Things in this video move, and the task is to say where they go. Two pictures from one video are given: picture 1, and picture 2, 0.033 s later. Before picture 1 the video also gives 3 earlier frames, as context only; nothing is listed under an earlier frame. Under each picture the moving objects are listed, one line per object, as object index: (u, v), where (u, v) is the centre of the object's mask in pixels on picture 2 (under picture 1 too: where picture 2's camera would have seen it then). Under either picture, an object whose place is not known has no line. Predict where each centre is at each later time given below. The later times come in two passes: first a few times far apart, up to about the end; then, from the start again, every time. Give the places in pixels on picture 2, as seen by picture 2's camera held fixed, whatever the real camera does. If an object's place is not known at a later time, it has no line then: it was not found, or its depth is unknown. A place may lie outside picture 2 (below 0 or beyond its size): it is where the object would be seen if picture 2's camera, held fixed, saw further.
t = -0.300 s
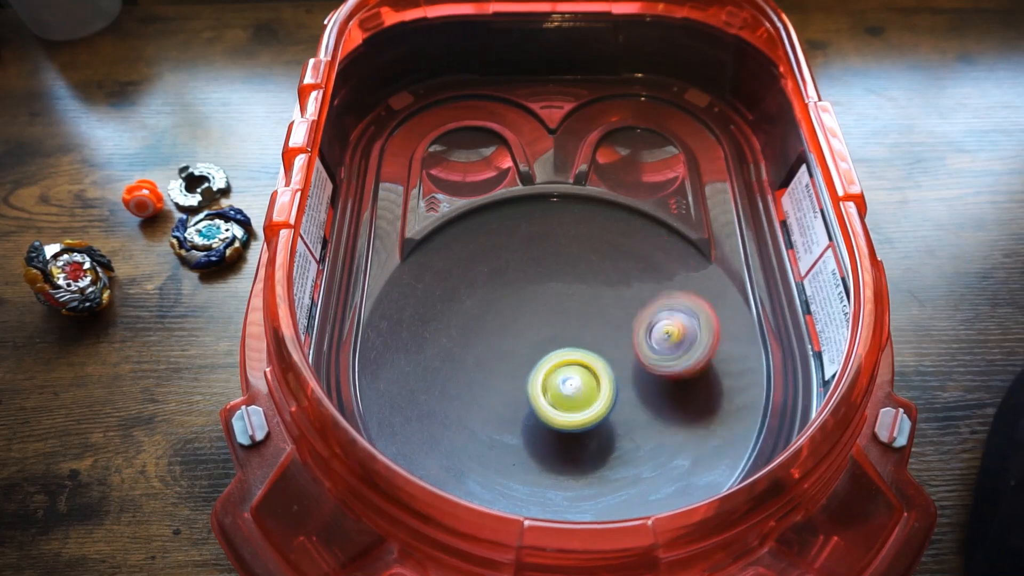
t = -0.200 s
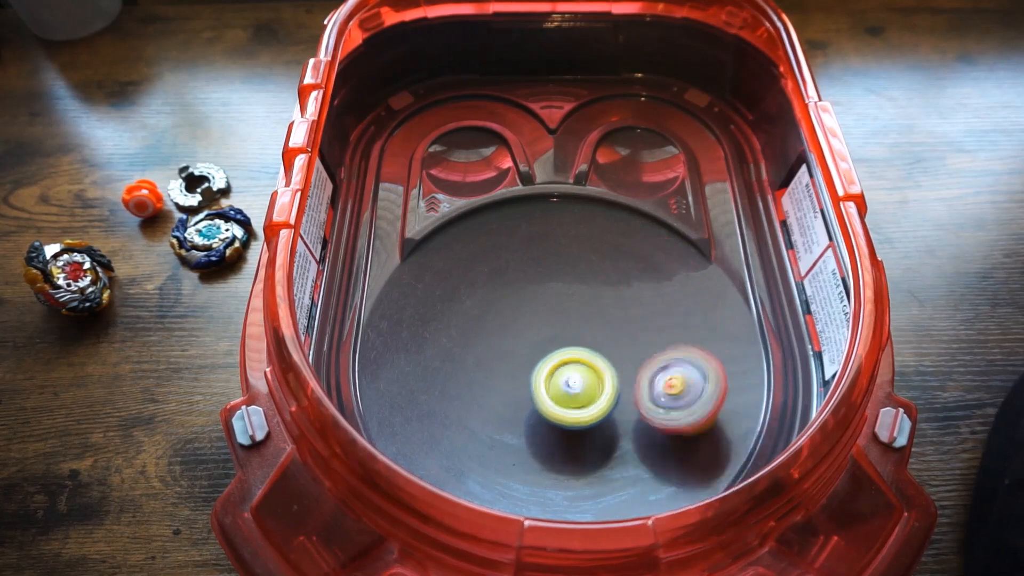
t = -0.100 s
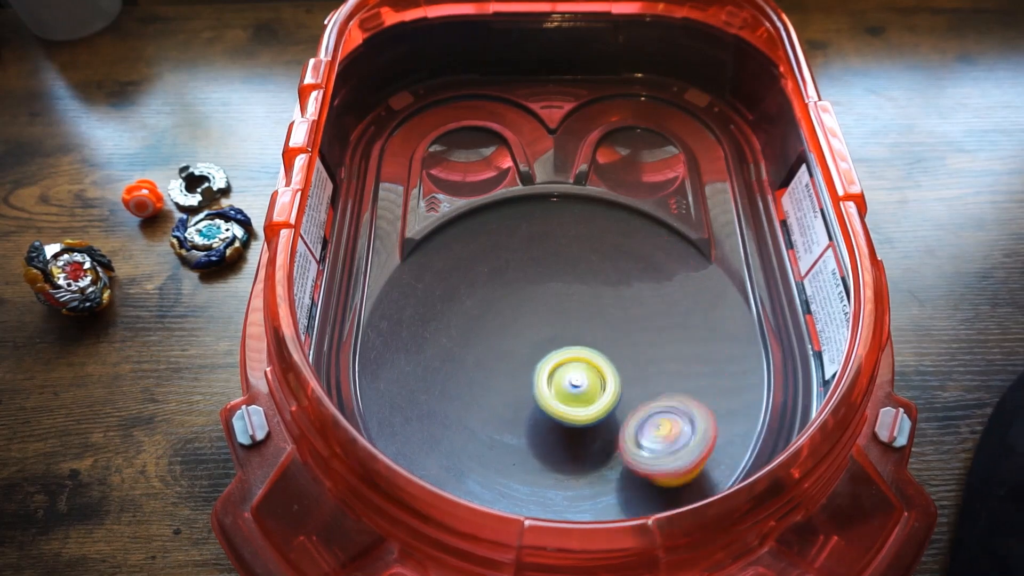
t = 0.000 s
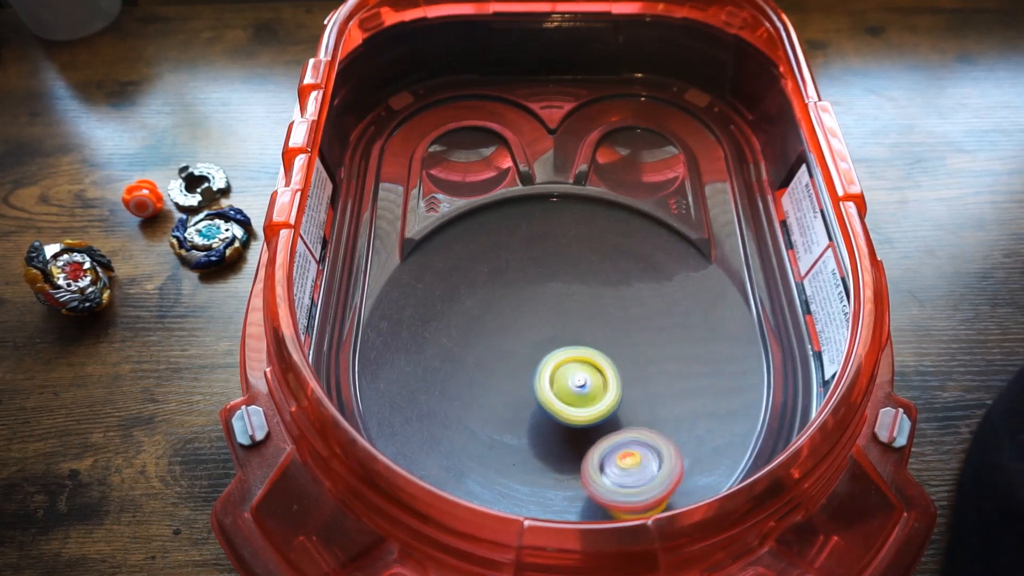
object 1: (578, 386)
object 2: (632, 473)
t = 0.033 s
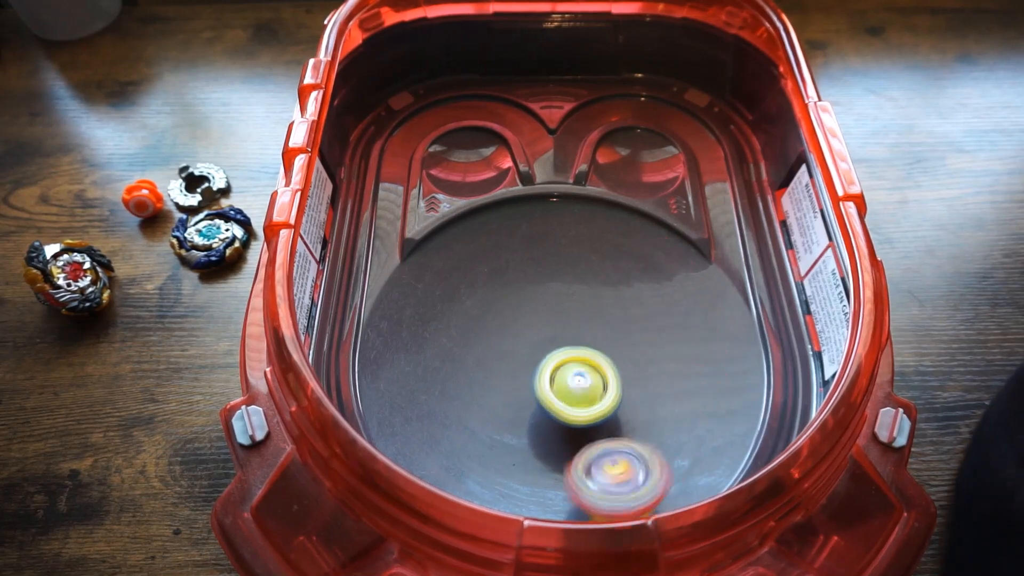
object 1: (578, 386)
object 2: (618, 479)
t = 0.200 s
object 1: (581, 385)
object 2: (535, 475)
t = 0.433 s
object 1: (584, 383)
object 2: (463, 382)
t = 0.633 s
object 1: (588, 380)
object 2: (475, 278)
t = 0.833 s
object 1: (591, 375)
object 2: (530, 216)
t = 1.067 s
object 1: (594, 374)
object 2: (612, 227)
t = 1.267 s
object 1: (594, 371)
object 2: (657, 309)
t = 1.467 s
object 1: (567, 370)
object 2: (664, 408)
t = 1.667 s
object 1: (551, 358)
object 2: (599, 470)
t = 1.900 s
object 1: (556, 337)
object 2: (499, 435)
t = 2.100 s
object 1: (577, 329)
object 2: (471, 341)
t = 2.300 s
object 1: (587, 338)
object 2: (501, 254)
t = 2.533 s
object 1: (577, 349)
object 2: (574, 221)
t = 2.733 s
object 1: (555, 348)
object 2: (631, 265)
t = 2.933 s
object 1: (545, 335)
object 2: (648, 361)
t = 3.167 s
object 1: (560, 331)
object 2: (591, 459)
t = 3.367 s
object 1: (576, 340)
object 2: (511, 460)
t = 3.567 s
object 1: (576, 353)
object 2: (480, 387)
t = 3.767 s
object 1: (579, 358)
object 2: (488, 286)
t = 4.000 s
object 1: (583, 352)
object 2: (546, 221)
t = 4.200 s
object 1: (588, 346)
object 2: (608, 242)
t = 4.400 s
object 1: (561, 353)
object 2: (647, 324)
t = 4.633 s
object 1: (556, 352)
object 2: (620, 436)
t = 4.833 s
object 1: (562, 354)
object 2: (529, 462)
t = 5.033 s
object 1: (595, 356)
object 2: (473, 398)
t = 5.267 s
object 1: (641, 365)
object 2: (513, 299)
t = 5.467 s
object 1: (647, 366)
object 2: (597, 258)
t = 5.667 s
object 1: (628, 352)
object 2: (672, 281)
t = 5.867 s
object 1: (596, 325)
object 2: (687, 357)
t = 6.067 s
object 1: (595, 296)
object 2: (594, 422)
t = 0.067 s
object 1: (580, 385)
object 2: (601, 482)
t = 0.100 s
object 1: (580, 385)
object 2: (584, 485)
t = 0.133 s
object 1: (581, 386)
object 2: (568, 482)
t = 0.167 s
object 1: (581, 385)
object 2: (550, 481)
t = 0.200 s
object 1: (581, 385)
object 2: (535, 475)
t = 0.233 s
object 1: (582, 385)
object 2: (518, 469)
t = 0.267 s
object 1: (582, 385)
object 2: (505, 459)
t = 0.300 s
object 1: (582, 386)
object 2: (492, 446)
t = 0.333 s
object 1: (583, 384)
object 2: (482, 431)
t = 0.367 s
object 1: (583, 384)
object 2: (473, 416)
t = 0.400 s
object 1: (584, 384)
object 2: (468, 400)
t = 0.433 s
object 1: (584, 383)
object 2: (463, 382)
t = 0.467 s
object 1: (585, 383)
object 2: (462, 364)
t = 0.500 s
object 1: (585, 382)
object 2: (460, 346)
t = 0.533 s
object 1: (586, 381)
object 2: (463, 328)
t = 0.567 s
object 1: (587, 381)
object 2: (465, 310)
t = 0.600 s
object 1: (587, 379)
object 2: (471, 294)
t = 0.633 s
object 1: (588, 380)
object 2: (475, 278)
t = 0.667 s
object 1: (589, 379)
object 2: (484, 264)
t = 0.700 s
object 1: (588, 378)
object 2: (491, 251)
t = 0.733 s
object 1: (590, 377)
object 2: (501, 239)
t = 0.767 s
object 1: (590, 376)
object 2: (509, 230)
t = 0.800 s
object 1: (591, 377)
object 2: (521, 222)
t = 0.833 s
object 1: (591, 375)
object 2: (530, 216)
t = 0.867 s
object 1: (591, 375)
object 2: (543, 211)
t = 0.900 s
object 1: (593, 375)
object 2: (553, 209)
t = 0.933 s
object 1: (593, 374)
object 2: (567, 209)
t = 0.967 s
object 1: (593, 374)
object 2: (577, 211)
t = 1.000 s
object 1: (594, 373)
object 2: (590, 214)
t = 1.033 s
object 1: (594, 373)
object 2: (600, 220)
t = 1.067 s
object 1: (594, 374)
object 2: (612, 227)
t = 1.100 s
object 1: (594, 373)
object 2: (620, 237)
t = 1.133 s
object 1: (594, 373)
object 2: (630, 248)
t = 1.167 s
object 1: (594, 372)
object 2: (638, 262)
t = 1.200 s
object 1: (594, 372)
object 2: (646, 275)
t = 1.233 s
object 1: (595, 372)
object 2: (651, 292)
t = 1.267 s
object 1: (594, 371)
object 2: (657, 309)
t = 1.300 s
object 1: (589, 372)
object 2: (661, 326)
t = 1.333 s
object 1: (582, 372)
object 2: (667, 341)
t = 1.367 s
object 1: (575, 370)
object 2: (668, 359)
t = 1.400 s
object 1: (573, 370)
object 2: (670, 375)
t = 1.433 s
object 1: (569, 370)
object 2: (666, 393)
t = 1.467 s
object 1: (567, 370)
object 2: (664, 408)
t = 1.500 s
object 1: (564, 369)
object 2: (655, 423)
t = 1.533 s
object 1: (561, 368)
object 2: (649, 436)
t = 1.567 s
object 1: (559, 365)
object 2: (637, 448)
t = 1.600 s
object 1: (555, 364)
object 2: (627, 457)
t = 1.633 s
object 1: (554, 361)
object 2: (612, 465)
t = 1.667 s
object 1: (551, 358)
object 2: (599, 470)
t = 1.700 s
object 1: (552, 356)
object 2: (583, 472)
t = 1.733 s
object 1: (550, 352)
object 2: (568, 472)
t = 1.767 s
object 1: (551, 350)
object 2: (552, 470)
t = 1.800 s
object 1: (551, 345)
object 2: (537, 463)
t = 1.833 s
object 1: (552, 343)
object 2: (523, 457)
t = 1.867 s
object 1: (555, 339)
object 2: (510, 446)
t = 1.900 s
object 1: (556, 337)
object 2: (499, 435)
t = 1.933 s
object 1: (560, 335)
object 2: (489, 420)
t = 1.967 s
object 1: (563, 332)
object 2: (482, 407)
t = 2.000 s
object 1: (567, 332)
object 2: (476, 390)
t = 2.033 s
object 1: (571, 329)
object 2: (473, 375)
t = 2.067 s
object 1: (574, 330)
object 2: (470, 357)
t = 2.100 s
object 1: (577, 329)
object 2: (471, 341)
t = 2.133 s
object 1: (579, 331)
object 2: (471, 324)
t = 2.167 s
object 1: (583, 330)
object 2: (475, 309)
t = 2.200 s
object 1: (584, 332)
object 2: (479, 293)
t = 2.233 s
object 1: (587, 334)
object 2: (486, 279)
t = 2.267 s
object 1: (586, 336)
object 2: (492, 266)
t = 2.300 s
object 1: (587, 338)
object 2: (501, 254)
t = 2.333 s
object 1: (587, 339)
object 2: (510, 245)
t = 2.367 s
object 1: (587, 342)
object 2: (520, 235)
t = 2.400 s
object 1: (585, 343)
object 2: (530, 230)
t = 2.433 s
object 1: (583, 345)
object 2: (541, 223)
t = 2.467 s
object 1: (582, 345)
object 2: (552, 221)
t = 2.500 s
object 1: (579, 348)
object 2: (561, 219)
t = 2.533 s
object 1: (577, 349)
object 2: (574, 221)
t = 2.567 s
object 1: (573, 349)
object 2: (583, 224)
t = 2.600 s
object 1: (570, 350)
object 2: (595, 228)
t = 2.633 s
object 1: (566, 350)
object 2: (604, 236)
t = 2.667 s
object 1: (563, 350)
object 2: (615, 243)
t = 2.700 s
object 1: (558, 349)
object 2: (623, 255)
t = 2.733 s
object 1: (555, 348)
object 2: (631, 265)
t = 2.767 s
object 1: (552, 345)
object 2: (637, 280)
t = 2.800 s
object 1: (549, 344)
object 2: (642, 293)
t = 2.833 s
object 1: (548, 341)
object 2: (647, 311)
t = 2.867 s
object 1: (546, 339)
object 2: (649, 326)
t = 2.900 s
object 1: (546, 337)
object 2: (650, 344)
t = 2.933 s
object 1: (545, 335)
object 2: (648, 361)
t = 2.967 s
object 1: (547, 334)
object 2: (646, 379)
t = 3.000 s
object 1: (548, 332)
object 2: (640, 396)
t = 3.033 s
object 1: (550, 332)
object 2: (634, 411)
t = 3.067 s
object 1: (551, 331)
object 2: (624, 426)
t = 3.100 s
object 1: (554, 331)
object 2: (616, 439)
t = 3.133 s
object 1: (556, 331)
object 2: (603, 450)
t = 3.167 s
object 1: (560, 331)
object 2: (591, 459)
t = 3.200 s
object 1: (562, 330)
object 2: (577, 467)
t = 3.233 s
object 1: (566, 333)
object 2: (564, 470)
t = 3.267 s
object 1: (569, 333)
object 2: (550, 473)
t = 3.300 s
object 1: (572, 336)
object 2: (536, 470)
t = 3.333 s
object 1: (575, 337)
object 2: (525, 468)
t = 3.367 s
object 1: (576, 340)
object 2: (511, 460)
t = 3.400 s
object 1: (577, 342)
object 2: (502, 452)
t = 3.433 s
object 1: (578, 346)
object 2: (493, 442)
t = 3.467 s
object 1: (579, 347)
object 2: (488, 429)
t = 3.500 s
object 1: (578, 350)
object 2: (483, 417)
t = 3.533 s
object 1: (578, 351)
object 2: (480, 401)
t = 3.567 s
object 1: (576, 353)
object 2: (480, 387)
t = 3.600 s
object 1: (575, 354)
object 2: (480, 369)
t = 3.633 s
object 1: (573, 355)
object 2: (483, 354)
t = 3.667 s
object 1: (580, 358)
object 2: (480, 335)
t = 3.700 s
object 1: (581, 359)
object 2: (482, 319)
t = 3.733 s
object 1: (579, 361)
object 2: (484, 304)
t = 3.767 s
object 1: (579, 358)
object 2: (488, 286)
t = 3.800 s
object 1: (580, 357)
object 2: (495, 274)
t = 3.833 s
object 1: (583, 356)
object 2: (500, 261)
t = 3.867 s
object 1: (583, 357)
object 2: (509, 249)
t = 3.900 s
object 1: (581, 355)
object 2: (517, 241)
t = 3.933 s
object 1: (581, 354)
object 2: (526, 231)
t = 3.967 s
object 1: (582, 351)
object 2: (537, 226)
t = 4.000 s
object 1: (583, 352)
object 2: (546, 221)
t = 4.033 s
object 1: (583, 348)
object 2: (558, 220)
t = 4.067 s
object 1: (584, 348)
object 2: (567, 221)
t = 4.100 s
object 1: (585, 346)
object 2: (579, 222)
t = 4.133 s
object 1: (586, 347)
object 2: (589, 228)
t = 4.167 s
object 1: (587, 345)
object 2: (597, 233)
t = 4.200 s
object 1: (588, 346)
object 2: (608, 242)
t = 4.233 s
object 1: (588, 345)
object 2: (615, 253)
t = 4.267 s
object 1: (587, 348)
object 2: (623, 264)
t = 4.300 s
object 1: (585, 346)
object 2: (630, 278)
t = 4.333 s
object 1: (576, 349)
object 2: (638, 291)
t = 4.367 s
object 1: (568, 352)
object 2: (645, 306)
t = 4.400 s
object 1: (561, 353)
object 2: (647, 324)
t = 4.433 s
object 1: (558, 355)
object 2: (648, 340)
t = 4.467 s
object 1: (557, 355)
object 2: (648, 357)
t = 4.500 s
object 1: (554, 354)
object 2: (645, 375)
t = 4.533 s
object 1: (550, 352)
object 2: (643, 393)
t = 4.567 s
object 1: (550, 351)
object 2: (636, 409)
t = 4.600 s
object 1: (552, 351)
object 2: (629, 422)
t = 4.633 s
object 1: (556, 352)
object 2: (620, 436)
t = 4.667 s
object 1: (557, 353)
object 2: (605, 447)
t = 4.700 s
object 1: (557, 353)
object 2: (592, 455)
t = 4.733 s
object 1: (558, 355)
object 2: (576, 462)
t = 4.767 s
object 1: (558, 354)
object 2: (561, 464)
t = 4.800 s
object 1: (560, 354)
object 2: (546, 465)
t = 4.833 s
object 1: (562, 354)
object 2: (529, 462)
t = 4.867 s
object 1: (566, 353)
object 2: (515, 456)
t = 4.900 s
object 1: (571, 353)
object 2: (503, 449)
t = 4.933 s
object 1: (576, 353)
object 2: (491, 438)
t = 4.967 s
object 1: (582, 353)
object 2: (484, 426)
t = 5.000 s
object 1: (589, 355)
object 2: (477, 414)
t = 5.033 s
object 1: (595, 356)
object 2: (473, 398)
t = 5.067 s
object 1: (602, 357)
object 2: (473, 383)
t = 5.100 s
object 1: (610, 359)
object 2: (473, 369)
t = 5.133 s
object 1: (617, 361)
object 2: (477, 352)
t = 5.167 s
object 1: (624, 363)
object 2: (484, 339)
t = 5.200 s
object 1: (631, 364)
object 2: (491, 325)
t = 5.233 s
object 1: (637, 364)
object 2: (501, 311)
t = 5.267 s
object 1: (641, 365)
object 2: (513, 299)
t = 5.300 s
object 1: (645, 365)
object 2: (525, 288)
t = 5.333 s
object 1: (648, 365)
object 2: (539, 278)
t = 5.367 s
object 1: (650, 365)
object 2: (553, 271)
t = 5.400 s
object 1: (650, 366)
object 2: (567, 265)
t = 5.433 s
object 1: (649, 366)
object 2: (583, 260)
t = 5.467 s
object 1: (647, 366)
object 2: (597, 258)
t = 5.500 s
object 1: (645, 366)
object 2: (611, 256)
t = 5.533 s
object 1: (641, 365)
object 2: (628, 258)
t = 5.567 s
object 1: (638, 363)
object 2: (640, 262)
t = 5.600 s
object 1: (634, 360)
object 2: (652, 266)
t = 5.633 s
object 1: (631, 357)
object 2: (664, 273)
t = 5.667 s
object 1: (628, 352)
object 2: (672, 281)
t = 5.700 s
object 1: (625, 347)
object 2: (680, 288)
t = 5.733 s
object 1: (619, 345)
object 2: (688, 299)
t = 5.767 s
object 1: (614, 342)
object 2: (690, 313)
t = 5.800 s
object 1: (606, 336)
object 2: (691, 327)
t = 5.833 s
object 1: (600, 330)
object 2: (691, 342)
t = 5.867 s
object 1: (596, 325)
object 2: (687, 357)
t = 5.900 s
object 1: (591, 318)
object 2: (678, 372)
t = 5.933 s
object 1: (589, 312)
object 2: (668, 386)
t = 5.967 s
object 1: (589, 307)
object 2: (653, 399)
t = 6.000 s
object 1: (590, 302)
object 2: (636, 408)
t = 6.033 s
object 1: (593, 298)
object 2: (616, 416)
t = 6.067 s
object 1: (595, 296)
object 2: (594, 422)
